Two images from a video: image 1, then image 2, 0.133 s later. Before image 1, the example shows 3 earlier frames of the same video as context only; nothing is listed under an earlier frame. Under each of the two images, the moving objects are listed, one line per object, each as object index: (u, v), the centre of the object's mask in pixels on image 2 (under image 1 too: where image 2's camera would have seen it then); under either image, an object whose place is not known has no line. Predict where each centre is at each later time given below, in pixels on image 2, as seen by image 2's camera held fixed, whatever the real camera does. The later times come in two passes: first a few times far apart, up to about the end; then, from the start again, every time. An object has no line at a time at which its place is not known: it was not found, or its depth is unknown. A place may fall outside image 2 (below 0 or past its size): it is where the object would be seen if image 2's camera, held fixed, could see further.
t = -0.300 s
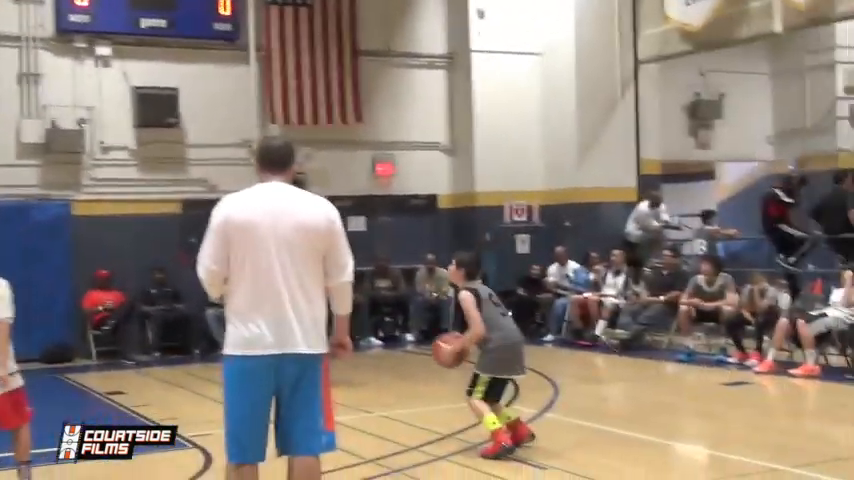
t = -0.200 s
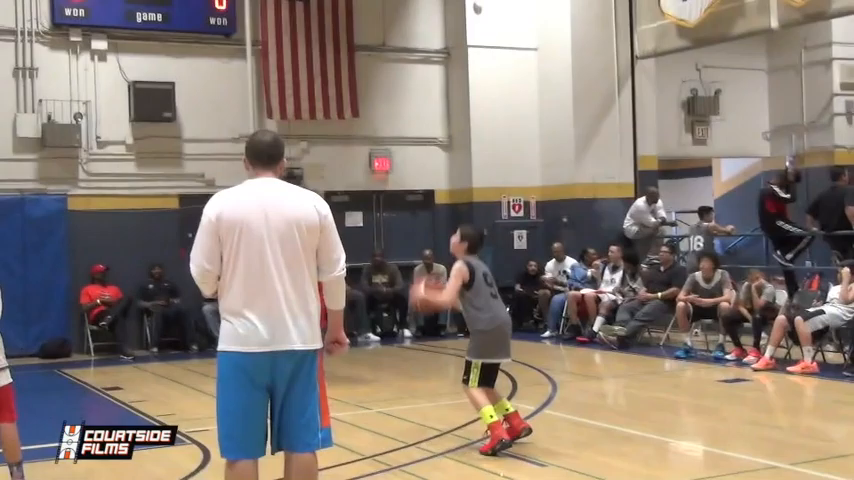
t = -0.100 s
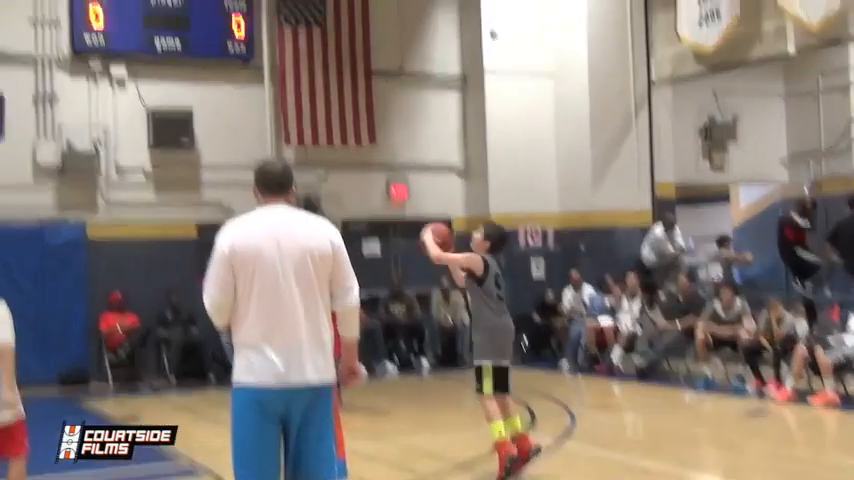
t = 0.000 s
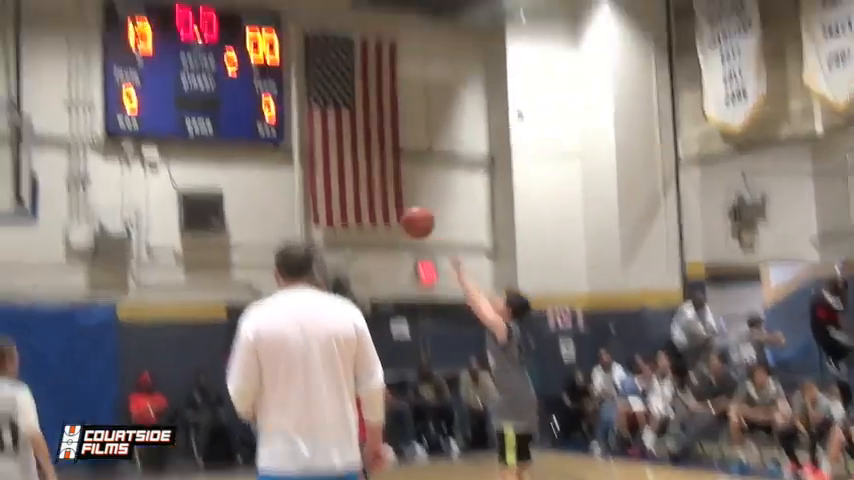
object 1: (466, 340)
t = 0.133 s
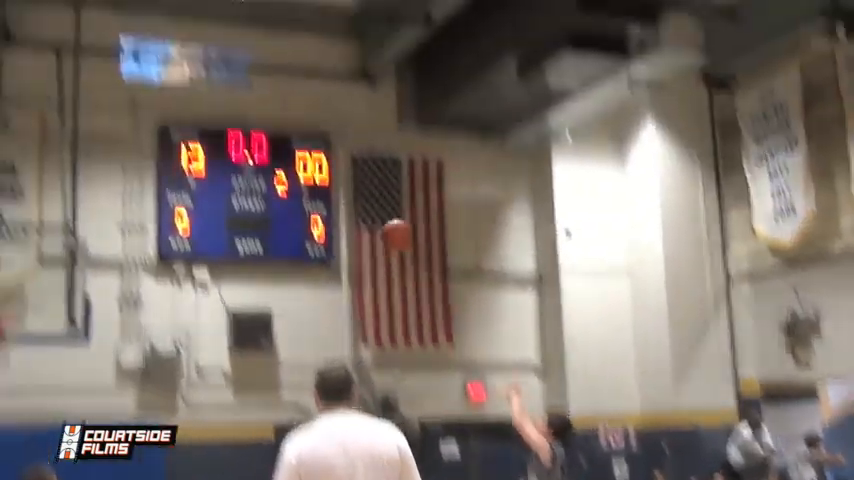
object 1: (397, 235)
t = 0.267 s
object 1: (337, 163)
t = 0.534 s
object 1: (235, 95)
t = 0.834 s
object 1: (140, 112)
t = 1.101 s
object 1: (62, 197)
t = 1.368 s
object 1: (-14, 336)
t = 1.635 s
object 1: (-42, 383)
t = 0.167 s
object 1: (381, 214)
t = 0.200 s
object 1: (365, 195)
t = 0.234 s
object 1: (351, 178)
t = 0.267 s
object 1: (337, 163)
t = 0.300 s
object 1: (323, 149)
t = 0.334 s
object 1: (309, 136)
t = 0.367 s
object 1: (296, 127)
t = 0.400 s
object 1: (283, 117)
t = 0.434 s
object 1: (271, 110)
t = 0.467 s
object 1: (259, 104)
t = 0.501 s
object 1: (247, 99)
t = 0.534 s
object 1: (235, 95)
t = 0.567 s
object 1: (224, 93)
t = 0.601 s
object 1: (213, 91)
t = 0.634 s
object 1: (203, 91)
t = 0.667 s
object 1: (191, 92)
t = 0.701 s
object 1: (181, 94)
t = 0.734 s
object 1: (170, 97)
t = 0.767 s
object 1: (160, 101)
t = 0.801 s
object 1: (149, 106)
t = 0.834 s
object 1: (140, 112)
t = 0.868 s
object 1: (130, 119)
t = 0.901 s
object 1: (120, 128)
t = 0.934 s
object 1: (110, 137)
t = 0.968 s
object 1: (102, 148)
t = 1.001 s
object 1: (92, 158)
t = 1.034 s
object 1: (83, 170)
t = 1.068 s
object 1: (72, 184)
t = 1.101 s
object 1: (62, 197)
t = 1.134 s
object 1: (52, 213)
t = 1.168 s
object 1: (43, 228)
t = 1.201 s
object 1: (34, 245)
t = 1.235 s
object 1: (24, 263)
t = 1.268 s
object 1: (14, 282)
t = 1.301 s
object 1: (5, 302)
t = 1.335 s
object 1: (1, 317)
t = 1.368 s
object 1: (-14, 336)
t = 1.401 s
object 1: (-20, 346)
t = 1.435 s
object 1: (-24, 347)
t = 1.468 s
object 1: (-26, 352)
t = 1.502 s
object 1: (-30, 356)
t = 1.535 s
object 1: (-33, 361)
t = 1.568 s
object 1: (-36, 367)
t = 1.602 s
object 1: (-39, 375)
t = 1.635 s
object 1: (-42, 383)
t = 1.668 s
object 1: (-46, 392)
